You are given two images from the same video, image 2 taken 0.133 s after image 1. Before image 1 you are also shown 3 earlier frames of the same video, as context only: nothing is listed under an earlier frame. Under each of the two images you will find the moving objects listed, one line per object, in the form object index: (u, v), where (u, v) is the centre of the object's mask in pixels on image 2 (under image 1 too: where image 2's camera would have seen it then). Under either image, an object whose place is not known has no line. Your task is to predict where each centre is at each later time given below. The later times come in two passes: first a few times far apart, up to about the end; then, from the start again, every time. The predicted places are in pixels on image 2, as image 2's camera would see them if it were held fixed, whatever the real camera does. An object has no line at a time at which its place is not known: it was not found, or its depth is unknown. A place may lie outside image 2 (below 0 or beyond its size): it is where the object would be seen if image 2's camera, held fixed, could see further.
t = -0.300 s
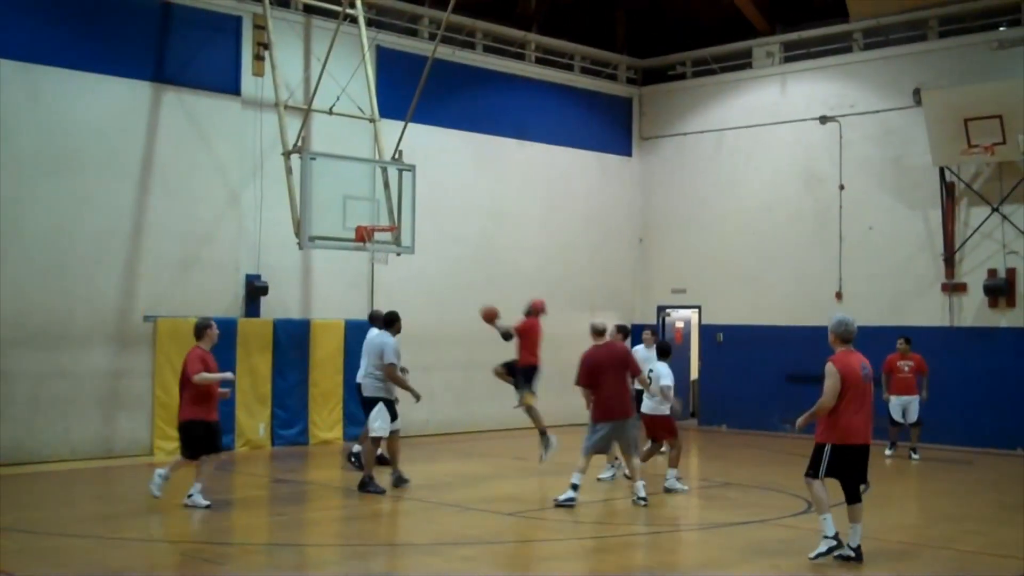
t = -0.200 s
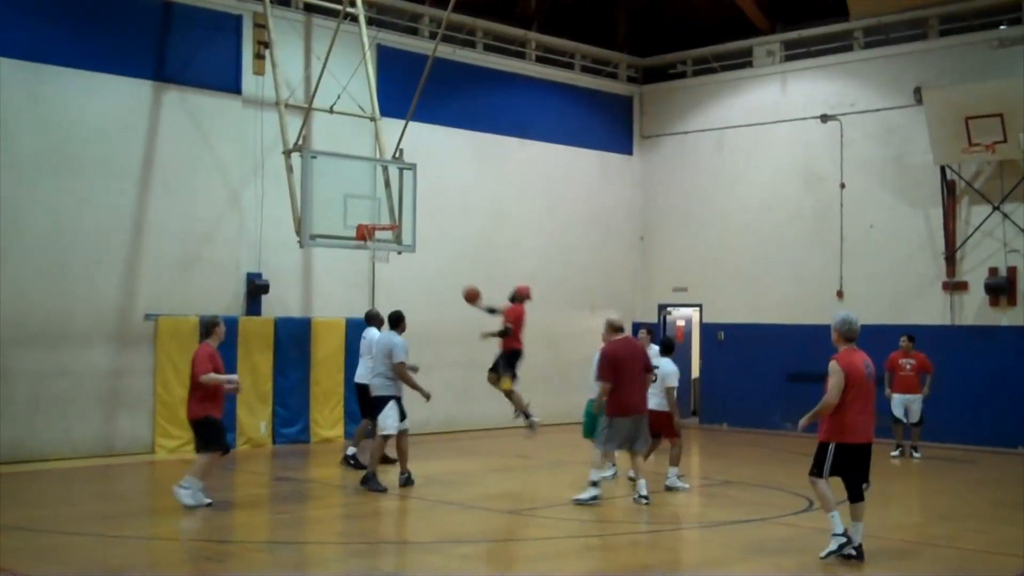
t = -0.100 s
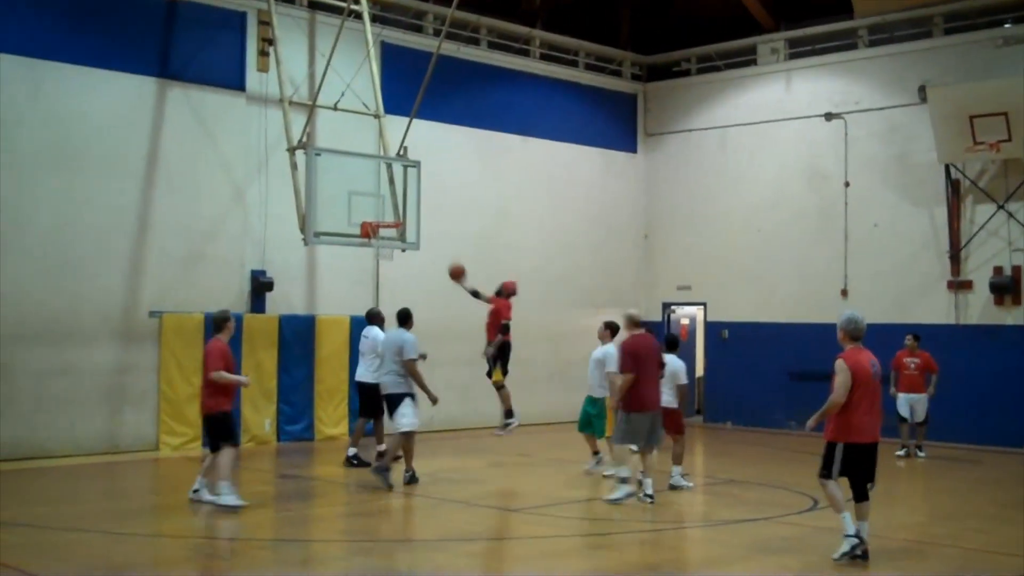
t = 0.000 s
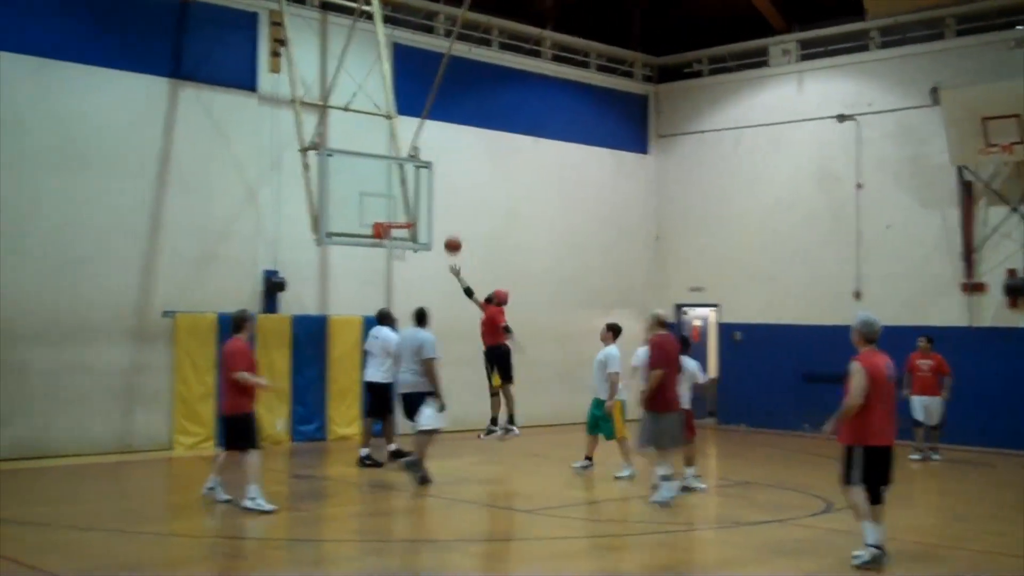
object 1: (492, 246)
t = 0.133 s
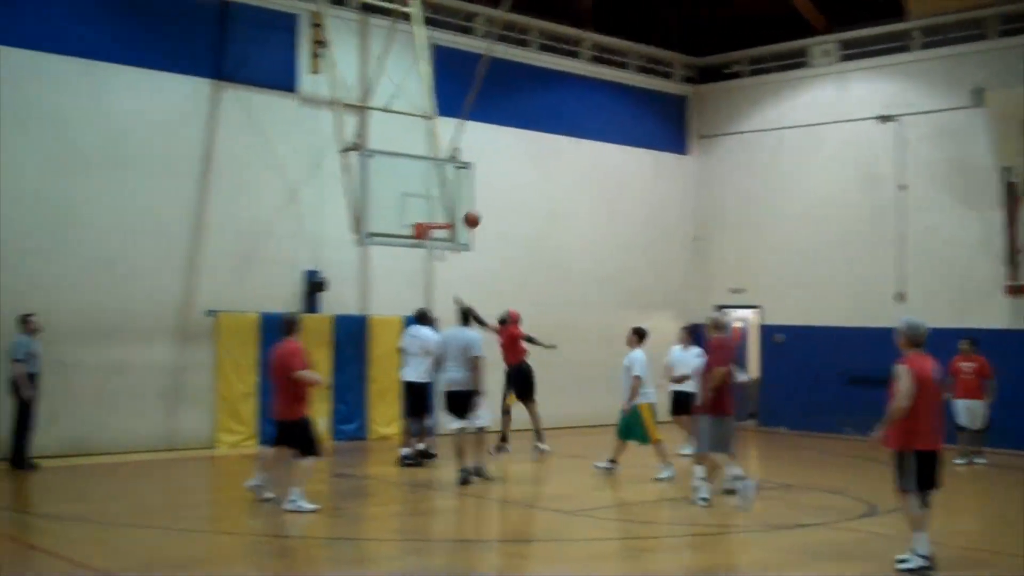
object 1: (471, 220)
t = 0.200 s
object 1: (461, 211)
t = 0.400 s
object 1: (435, 204)
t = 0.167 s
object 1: (466, 215)
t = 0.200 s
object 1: (461, 211)
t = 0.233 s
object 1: (455, 209)
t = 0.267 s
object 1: (451, 207)
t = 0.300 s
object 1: (445, 205)
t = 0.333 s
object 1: (440, 205)
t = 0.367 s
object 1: (435, 205)
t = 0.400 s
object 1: (435, 204)
